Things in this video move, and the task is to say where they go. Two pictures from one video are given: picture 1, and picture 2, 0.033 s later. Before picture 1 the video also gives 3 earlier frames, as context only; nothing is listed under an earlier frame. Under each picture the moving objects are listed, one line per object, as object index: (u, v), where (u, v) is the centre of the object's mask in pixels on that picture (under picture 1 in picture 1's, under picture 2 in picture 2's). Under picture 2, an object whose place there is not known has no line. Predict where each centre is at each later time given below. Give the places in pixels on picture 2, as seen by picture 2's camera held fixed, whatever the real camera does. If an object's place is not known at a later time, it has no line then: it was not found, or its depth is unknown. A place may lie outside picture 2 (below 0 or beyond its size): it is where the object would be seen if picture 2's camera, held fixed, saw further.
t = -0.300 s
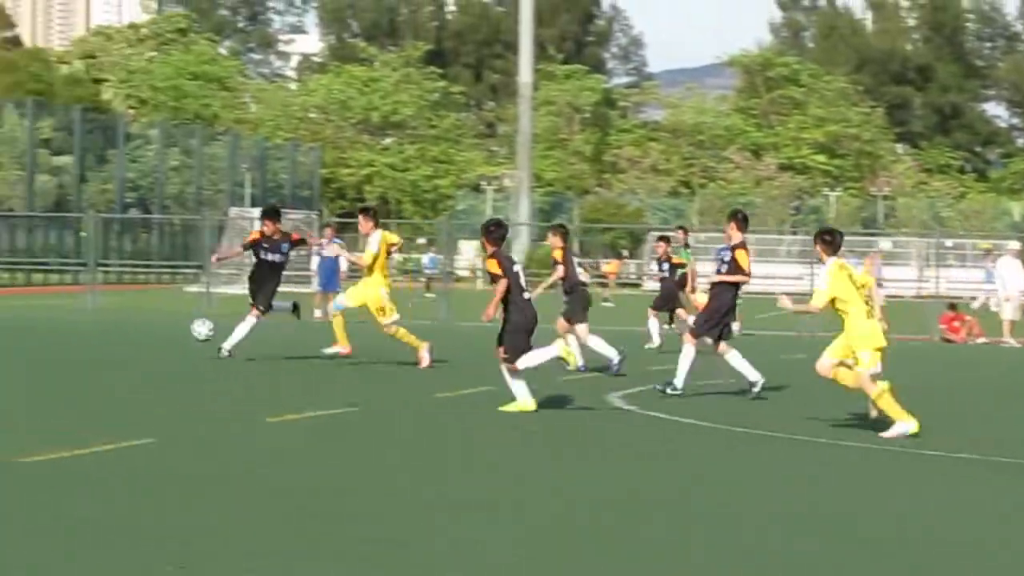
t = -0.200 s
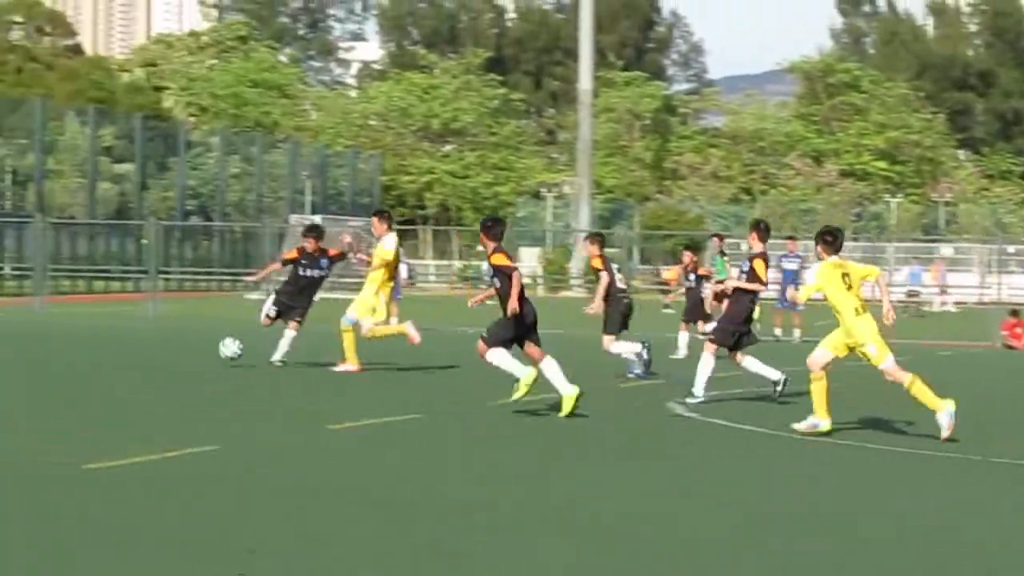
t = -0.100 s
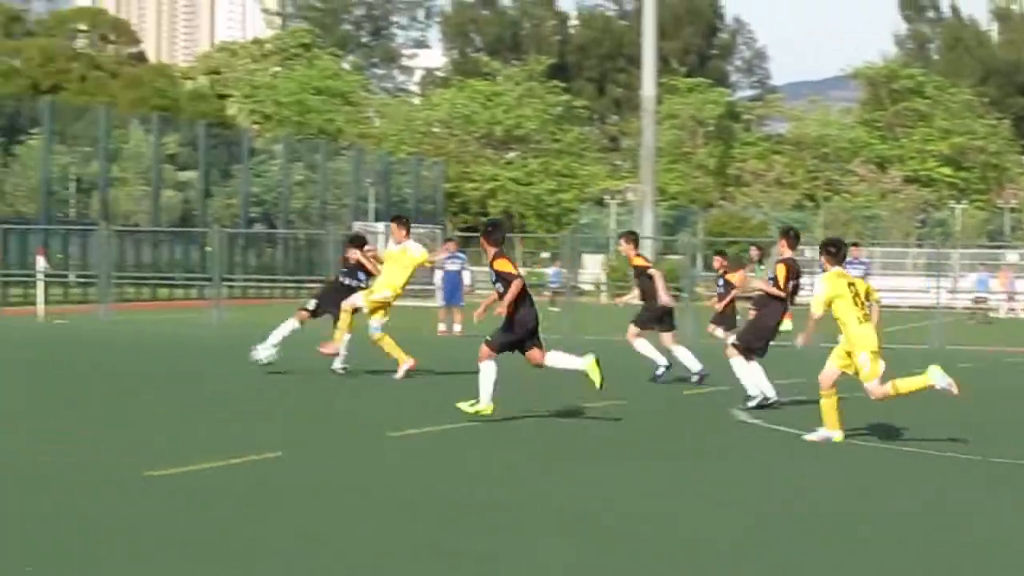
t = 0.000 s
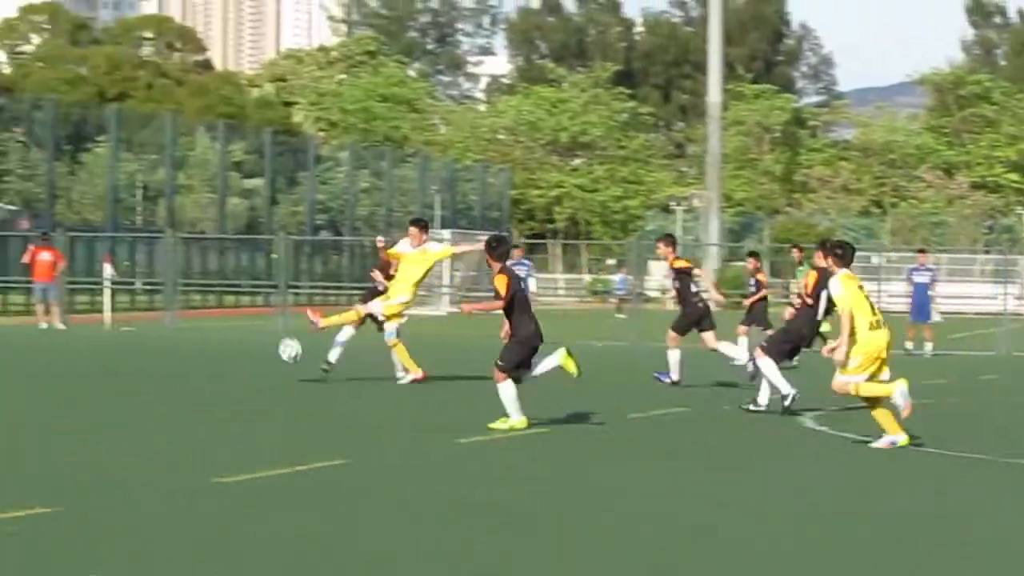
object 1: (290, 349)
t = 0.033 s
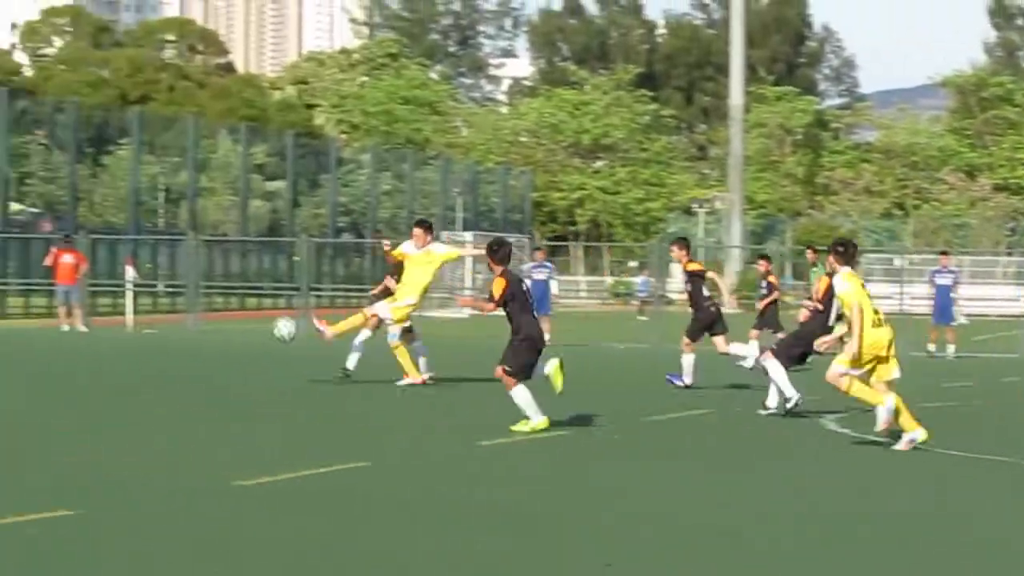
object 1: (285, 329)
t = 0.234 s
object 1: (119, 221)
